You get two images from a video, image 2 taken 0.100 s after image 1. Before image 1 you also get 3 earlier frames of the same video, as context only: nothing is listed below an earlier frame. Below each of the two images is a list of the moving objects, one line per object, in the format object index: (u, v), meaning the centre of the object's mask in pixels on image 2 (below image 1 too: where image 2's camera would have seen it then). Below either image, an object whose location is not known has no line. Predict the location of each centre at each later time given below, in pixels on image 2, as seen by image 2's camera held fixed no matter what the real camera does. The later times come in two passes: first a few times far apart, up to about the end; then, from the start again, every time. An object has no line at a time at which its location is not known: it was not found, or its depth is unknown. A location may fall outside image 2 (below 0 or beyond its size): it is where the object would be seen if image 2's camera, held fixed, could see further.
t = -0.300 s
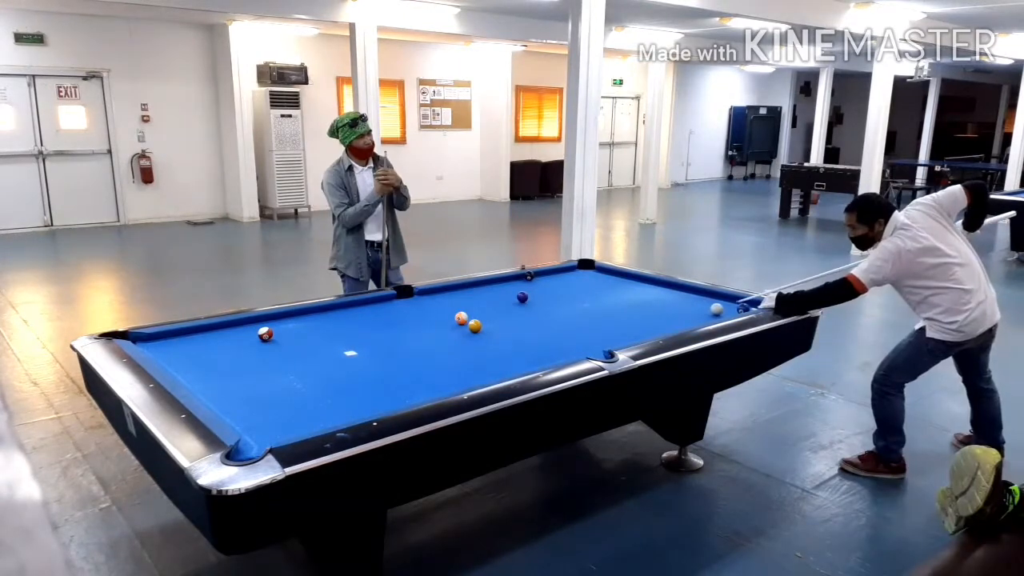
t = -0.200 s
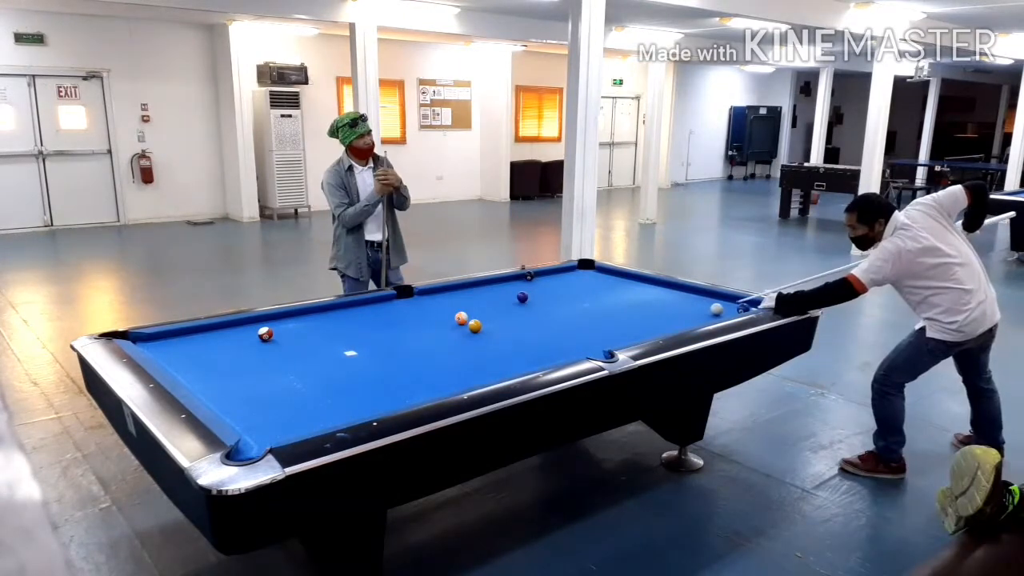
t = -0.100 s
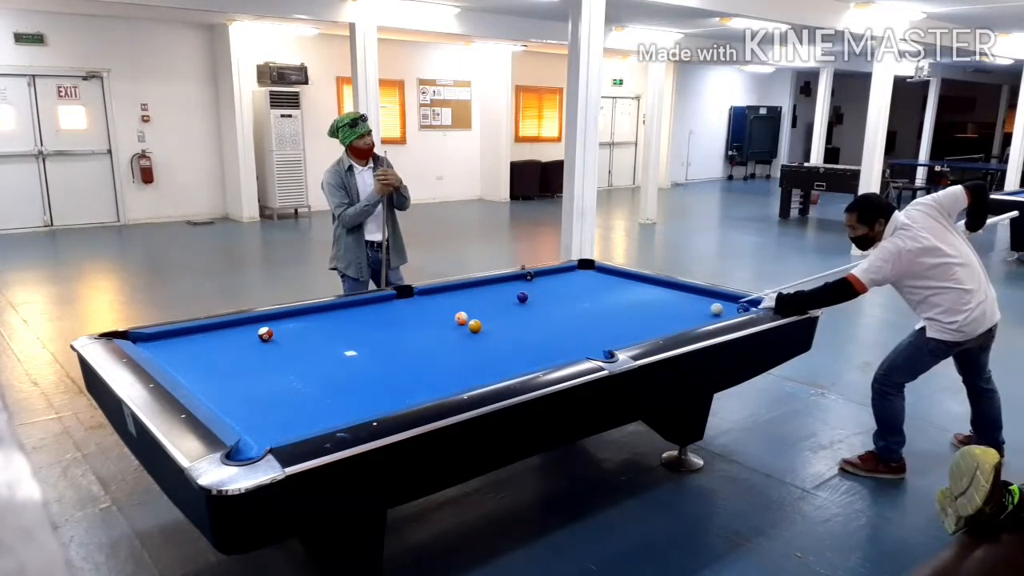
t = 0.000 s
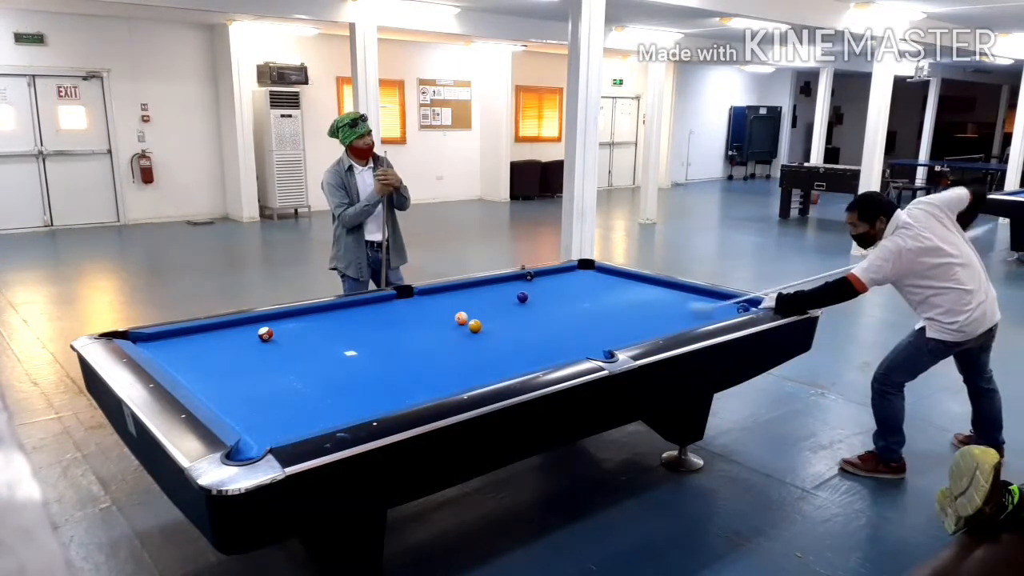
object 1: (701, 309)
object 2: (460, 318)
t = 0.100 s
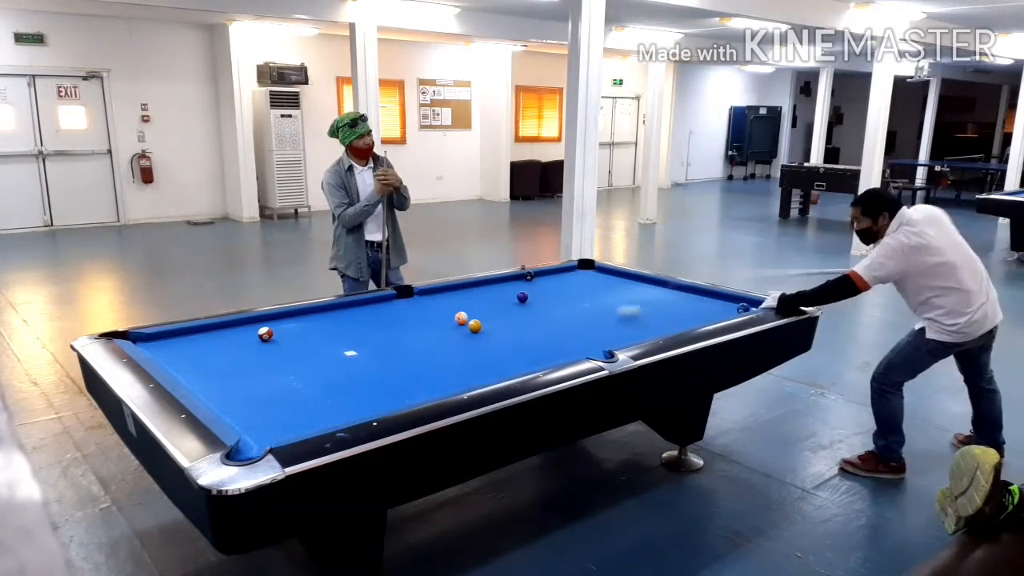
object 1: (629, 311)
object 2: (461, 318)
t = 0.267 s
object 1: (518, 315)
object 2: (460, 318)
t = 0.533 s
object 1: (461, 320)
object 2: (344, 320)
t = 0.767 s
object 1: (423, 324)
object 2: (232, 323)
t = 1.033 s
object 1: (372, 329)
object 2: (163, 344)
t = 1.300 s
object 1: (320, 333)
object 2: (194, 349)
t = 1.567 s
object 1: (266, 337)
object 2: (252, 349)
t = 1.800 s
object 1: (218, 342)
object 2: (300, 349)
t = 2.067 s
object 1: (163, 348)
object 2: (351, 349)
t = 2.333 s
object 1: (163, 345)
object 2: (400, 350)
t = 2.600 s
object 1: (185, 339)
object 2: (446, 350)
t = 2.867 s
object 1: (203, 334)
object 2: (488, 350)
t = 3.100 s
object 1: (218, 330)
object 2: (524, 351)
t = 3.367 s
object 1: (232, 327)
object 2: (563, 352)
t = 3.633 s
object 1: (243, 324)
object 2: (593, 351)
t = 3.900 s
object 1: (252, 321)
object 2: (580, 350)
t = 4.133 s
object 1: (259, 319)
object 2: (569, 350)
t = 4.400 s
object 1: (265, 318)
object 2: (559, 349)
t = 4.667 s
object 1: (269, 317)
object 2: (550, 348)
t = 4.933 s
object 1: (271, 317)
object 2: (543, 348)
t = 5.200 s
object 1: (271, 317)
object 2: (539, 347)
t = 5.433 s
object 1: (272, 317)
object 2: (536, 347)
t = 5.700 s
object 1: (272, 317)
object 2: (534, 347)
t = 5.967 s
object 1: (272, 317)
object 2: (534, 347)
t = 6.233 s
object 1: (272, 317)
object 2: (534, 347)
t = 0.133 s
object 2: (461, 318)
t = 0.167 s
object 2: (460, 318)
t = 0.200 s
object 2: (461, 318)
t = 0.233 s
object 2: (461, 318)
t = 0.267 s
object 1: (518, 315)
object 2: (460, 318)
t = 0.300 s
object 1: (497, 316)
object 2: (460, 318)
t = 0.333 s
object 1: (476, 316)
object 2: (458, 318)
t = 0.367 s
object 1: (473, 316)
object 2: (440, 318)
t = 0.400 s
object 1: (471, 317)
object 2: (419, 319)
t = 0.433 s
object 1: (469, 317)
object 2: (400, 319)
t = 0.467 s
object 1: (467, 318)
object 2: (380, 319)
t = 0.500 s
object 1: (464, 320)
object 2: (362, 320)
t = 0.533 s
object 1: (461, 320)
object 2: (344, 320)
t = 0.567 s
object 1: (458, 321)
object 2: (326, 321)
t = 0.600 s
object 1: (453, 322)
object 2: (309, 321)
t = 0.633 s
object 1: (448, 322)
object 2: (292, 321)
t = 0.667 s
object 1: (442, 323)
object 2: (277, 322)
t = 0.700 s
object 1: (436, 323)
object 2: (261, 321)
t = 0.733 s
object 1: (430, 324)
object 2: (246, 322)
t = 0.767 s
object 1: (423, 324)
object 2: (232, 323)
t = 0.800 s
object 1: (417, 325)
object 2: (222, 325)
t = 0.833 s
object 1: (411, 325)
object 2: (215, 328)
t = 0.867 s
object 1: (405, 326)
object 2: (207, 331)
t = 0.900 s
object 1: (398, 326)
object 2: (198, 333)
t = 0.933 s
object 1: (391, 327)
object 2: (190, 336)
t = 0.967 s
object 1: (385, 328)
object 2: (181, 339)
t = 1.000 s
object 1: (379, 328)
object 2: (172, 341)
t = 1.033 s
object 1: (372, 329)
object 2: (163, 344)
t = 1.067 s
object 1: (365, 329)
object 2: (153, 347)
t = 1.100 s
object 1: (359, 330)
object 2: (150, 349)
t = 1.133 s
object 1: (353, 331)
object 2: (158, 349)
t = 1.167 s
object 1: (346, 331)
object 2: (165, 349)
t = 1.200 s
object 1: (340, 332)
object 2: (173, 349)
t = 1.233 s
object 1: (333, 332)
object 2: (180, 349)
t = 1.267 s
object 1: (326, 333)
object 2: (188, 349)
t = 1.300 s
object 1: (320, 333)
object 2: (194, 349)
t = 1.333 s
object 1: (313, 334)
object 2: (202, 349)
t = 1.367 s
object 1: (306, 335)
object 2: (209, 349)
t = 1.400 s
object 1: (299, 335)
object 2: (216, 349)
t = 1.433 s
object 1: (293, 336)
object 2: (223, 349)
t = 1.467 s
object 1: (286, 336)
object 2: (231, 350)
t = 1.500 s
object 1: (279, 337)
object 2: (237, 350)
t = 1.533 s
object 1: (272, 338)
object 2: (244, 349)
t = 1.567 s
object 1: (266, 337)
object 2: (252, 349)
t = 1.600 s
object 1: (259, 337)
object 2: (259, 349)
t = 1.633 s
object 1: (252, 339)
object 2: (266, 349)
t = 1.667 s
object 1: (245, 340)
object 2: (273, 350)
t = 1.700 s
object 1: (239, 341)
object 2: (280, 349)
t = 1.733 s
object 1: (232, 341)
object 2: (286, 349)
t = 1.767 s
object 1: (225, 342)
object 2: (293, 349)
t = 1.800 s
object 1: (218, 342)
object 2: (300, 349)
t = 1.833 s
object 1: (211, 343)
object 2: (307, 349)
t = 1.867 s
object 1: (204, 344)
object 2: (313, 349)
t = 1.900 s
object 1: (197, 344)
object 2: (319, 349)
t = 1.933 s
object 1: (191, 345)
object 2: (326, 349)
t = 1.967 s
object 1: (184, 346)
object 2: (333, 349)
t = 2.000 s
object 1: (177, 346)
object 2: (338, 349)
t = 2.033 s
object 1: (170, 347)
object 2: (345, 349)
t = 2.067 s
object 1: (163, 348)
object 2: (351, 349)
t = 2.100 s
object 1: (156, 348)
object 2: (358, 349)
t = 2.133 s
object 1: (150, 348)
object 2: (364, 349)
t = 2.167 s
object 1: (148, 348)
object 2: (370, 349)
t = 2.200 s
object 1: (151, 348)
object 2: (376, 349)
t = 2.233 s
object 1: (154, 347)
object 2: (382, 349)
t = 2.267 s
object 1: (157, 346)
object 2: (388, 349)
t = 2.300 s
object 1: (161, 345)
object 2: (395, 349)
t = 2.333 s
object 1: (163, 345)
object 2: (400, 350)
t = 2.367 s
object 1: (166, 344)
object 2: (406, 349)
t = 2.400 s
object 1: (169, 343)
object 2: (412, 350)
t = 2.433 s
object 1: (172, 343)
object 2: (417, 349)
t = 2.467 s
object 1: (175, 342)
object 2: (423, 349)
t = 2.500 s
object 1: (177, 341)
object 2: (429, 350)
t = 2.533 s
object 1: (180, 340)
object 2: (434, 350)
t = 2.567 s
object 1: (182, 340)
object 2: (440, 350)
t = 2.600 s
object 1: (185, 339)
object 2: (446, 350)
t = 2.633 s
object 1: (187, 338)
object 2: (451, 350)
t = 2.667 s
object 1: (190, 338)
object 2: (456, 350)
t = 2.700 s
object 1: (192, 337)
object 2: (462, 350)
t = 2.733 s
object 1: (195, 336)
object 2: (467, 350)
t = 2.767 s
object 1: (197, 336)
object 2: (473, 350)
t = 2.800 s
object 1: (199, 335)
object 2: (478, 350)
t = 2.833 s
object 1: (201, 335)
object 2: (483, 350)
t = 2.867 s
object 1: (203, 334)
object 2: (488, 350)
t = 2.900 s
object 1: (206, 333)
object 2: (494, 350)
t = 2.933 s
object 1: (208, 333)
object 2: (499, 350)
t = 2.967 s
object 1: (210, 332)
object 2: (504, 351)
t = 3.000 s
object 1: (212, 332)
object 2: (509, 351)
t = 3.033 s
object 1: (214, 331)
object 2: (514, 351)
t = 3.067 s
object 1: (216, 331)
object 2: (519, 351)
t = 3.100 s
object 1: (218, 330)
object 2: (524, 351)
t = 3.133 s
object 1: (220, 330)
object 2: (529, 351)
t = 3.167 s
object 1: (221, 329)
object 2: (534, 351)
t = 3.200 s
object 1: (223, 329)
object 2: (539, 351)
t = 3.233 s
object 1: (225, 329)
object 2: (544, 351)
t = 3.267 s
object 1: (227, 328)
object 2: (548, 351)
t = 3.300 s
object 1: (228, 328)
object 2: (553, 352)
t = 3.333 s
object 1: (230, 327)
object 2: (558, 352)
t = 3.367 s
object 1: (232, 327)
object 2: (563, 352)
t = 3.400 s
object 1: (234, 326)
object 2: (567, 352)
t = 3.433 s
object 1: (235, 326)
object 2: (572, 351)
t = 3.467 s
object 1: (236, 325)
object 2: (577, 351)
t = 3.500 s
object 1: (238, 325)
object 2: (581, 351)
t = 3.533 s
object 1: (239, 324)
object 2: (586, 351)
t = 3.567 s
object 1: (240, 324)
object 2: (590, 351)
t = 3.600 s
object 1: (242, 324)
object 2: (594, 351)
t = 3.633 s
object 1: (243, 324)
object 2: (593, 351)
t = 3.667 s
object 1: (244, 323)
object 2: (591, 351)
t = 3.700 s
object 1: (246, 323)
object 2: (589, 351)
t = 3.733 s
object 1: (247, 322)
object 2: (588, 351)
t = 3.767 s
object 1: (248, 322)
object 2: (586, 351)
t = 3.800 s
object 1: (249, 322)
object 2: (585, 350)
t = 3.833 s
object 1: (250, 321)
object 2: (583, 350)
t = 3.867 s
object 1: (251, 321)
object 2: (581, 350)
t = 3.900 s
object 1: (252, 321)
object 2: (580, 350)
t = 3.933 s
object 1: (253, 320)
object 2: (578, 350)
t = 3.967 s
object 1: (254, 320)
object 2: (577, 350)
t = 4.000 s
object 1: (255, 320)
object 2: (575, 350)
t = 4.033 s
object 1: (256, 320)
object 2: (573, 350)
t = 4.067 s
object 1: (257, 319)
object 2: (572, 350)
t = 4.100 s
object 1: (258, 319)
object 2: (570, 350)
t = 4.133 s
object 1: (259, 319)
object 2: (569, 350)
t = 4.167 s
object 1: (260, 319)
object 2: (567, 350)
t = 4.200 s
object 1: (261, 319)
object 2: (566, 350)
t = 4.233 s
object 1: (261, 318)
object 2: (565, 350)
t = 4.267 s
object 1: (262, 318)
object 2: (564, 350)
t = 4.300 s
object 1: (263, 318)
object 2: (562, 350)
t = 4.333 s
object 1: (263, 318)
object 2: (561, 349)
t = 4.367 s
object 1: (264, 318)
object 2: (560, 349)
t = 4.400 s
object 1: (265, 318)
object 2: (559, 349)
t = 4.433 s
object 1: (265, 318)
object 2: (558, 349)
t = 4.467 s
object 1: (266, 318)
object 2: (557, 349)
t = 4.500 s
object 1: (267, 318)
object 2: (555, 349)
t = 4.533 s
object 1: (267, 317)
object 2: (554, 349)
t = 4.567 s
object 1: (268, 318)
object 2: (553, 349)
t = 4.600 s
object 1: (268, 317)
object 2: (552, 348)
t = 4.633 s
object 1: (269, 317)
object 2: (551, 348)
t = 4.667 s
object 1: (269, 317)
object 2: (550, 348)
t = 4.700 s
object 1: (269, 317)
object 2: (549, 348)
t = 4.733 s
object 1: (270, 317)
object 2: (548, 348)
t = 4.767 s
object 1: (270, 317)
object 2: (547, 348)
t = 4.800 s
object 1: (270, 317)
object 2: (547, 348)
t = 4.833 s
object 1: (270, 317)
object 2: (546, 348)
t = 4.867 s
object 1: (270, 317)
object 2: (545, 348)
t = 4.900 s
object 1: (270, 317)
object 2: (544, 348)
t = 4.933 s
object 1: (271, 317)
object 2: (543, 348)
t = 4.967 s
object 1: (271, 317)
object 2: (543, 348)
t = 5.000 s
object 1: (271, 317)
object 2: (542, 348)
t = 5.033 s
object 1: (271, 317)
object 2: (542, 348)
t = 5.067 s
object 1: (271, 317)
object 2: (541, 348)
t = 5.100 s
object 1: (271, 317)
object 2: (540, 348)
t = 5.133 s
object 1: (271, 317)
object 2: (540, 347)
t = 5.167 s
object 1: (271, 317)
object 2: (539, 347)
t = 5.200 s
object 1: (271, 317)
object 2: (539, 347)
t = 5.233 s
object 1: (272, 317)
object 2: (538, 347)
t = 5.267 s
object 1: (272, 317)
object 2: (538, 347)
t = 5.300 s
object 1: (272, 317)
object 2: (537, 347)
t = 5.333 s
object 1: (272, 317)
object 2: (537, 347)
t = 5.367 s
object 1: (272, 317)
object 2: (537, 347)
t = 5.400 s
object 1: (272, 317)
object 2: (536, 347)
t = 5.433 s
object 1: (272, 317)
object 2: (536, 347)
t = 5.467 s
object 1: (272, 317)
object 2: (536, 347)
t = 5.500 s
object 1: (272, 317)
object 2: (535, 347)
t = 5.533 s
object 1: (272, 317)
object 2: (535, 347)
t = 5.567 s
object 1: (272, 317)
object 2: (535, 347)
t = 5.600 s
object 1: (272, 317)
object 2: (534, 347)
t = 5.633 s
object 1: (272, 317)
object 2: (534, 347)
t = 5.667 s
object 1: (272, 317)
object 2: (534, 347)
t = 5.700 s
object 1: (272, 317)
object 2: (534, 347)
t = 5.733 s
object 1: (272, 317)
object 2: (534, 347)
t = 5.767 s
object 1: (272, 317)
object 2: (534, 347)
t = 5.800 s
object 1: (272, 317)
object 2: (534, 347)
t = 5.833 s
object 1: (272, 317)
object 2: (534, 347)
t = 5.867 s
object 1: (272, 317)
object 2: (534, 347)
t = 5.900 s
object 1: (272, 317)
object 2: (534, 347)
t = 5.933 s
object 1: (272, 317)
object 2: (533, 347)
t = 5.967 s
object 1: (272, 317)
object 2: (534, 347)
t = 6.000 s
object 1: (272, 317)
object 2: (534, 347)
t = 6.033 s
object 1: (272, 317)
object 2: (534, 347)
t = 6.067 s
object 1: (272, 317)
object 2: (533, 347)
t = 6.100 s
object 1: (272, 317)
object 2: (534, 347)
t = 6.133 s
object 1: (272, 317)
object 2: (533, 347)
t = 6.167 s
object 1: (272, 317)
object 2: (534, 347)
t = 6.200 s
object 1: (272, 317)
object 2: (534, 347)
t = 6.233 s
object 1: (272, 317)
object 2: (534, 347)
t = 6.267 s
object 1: (272, 317)
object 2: (534, 347)
